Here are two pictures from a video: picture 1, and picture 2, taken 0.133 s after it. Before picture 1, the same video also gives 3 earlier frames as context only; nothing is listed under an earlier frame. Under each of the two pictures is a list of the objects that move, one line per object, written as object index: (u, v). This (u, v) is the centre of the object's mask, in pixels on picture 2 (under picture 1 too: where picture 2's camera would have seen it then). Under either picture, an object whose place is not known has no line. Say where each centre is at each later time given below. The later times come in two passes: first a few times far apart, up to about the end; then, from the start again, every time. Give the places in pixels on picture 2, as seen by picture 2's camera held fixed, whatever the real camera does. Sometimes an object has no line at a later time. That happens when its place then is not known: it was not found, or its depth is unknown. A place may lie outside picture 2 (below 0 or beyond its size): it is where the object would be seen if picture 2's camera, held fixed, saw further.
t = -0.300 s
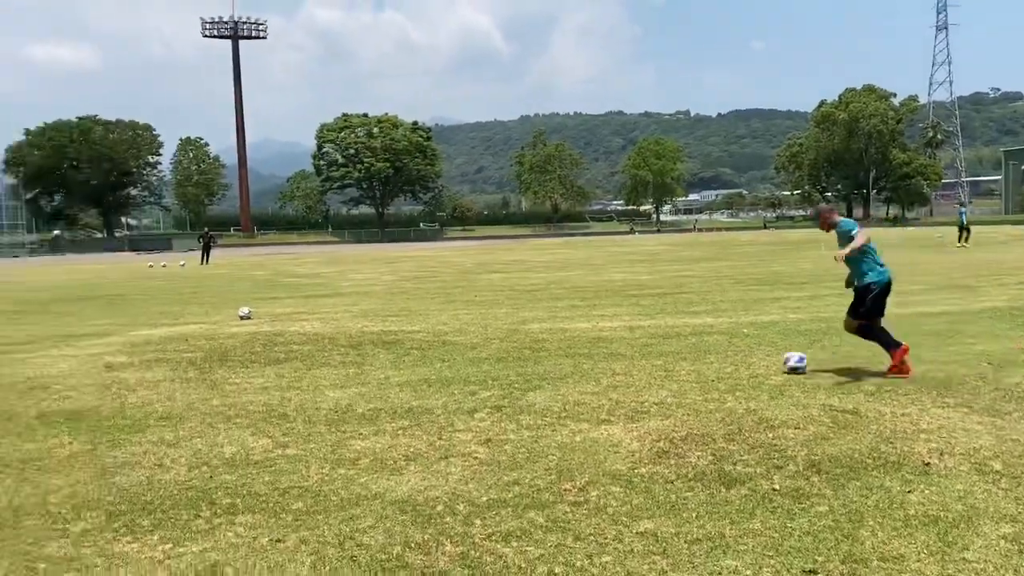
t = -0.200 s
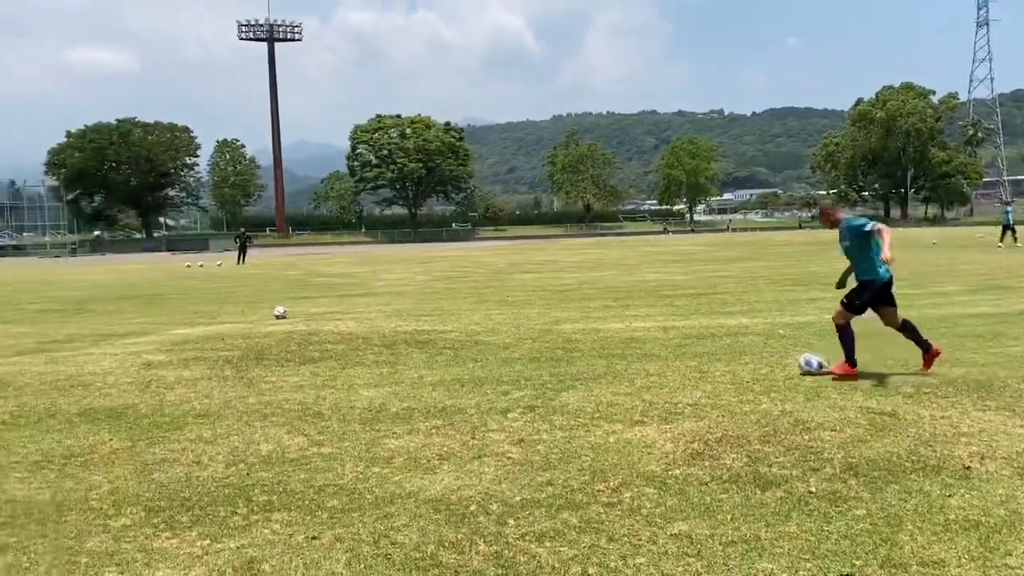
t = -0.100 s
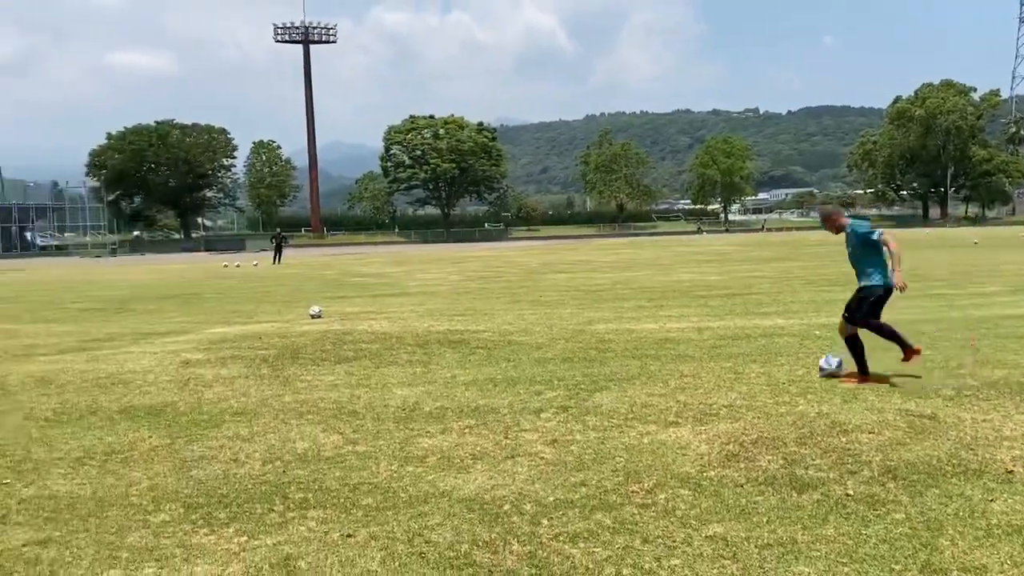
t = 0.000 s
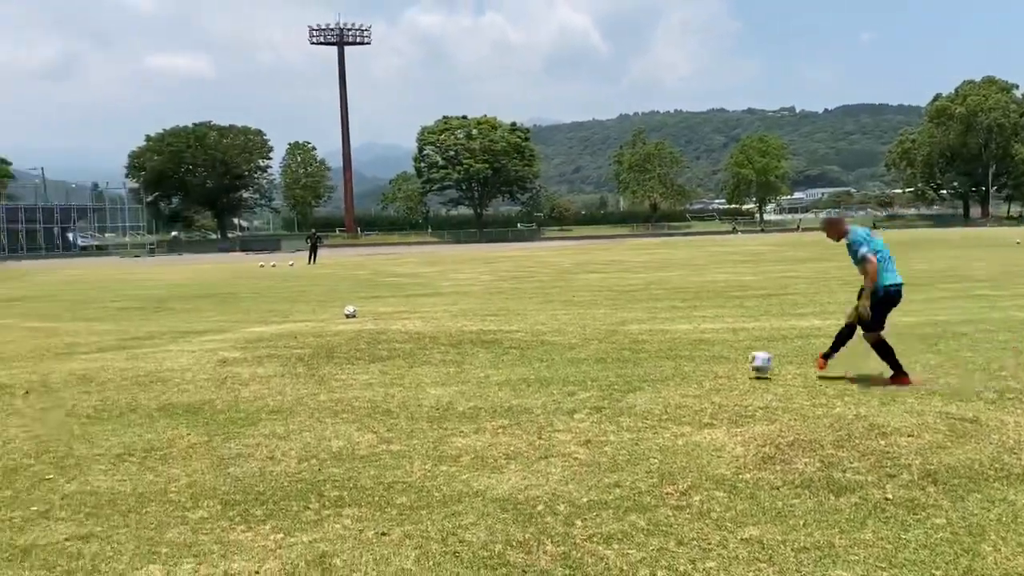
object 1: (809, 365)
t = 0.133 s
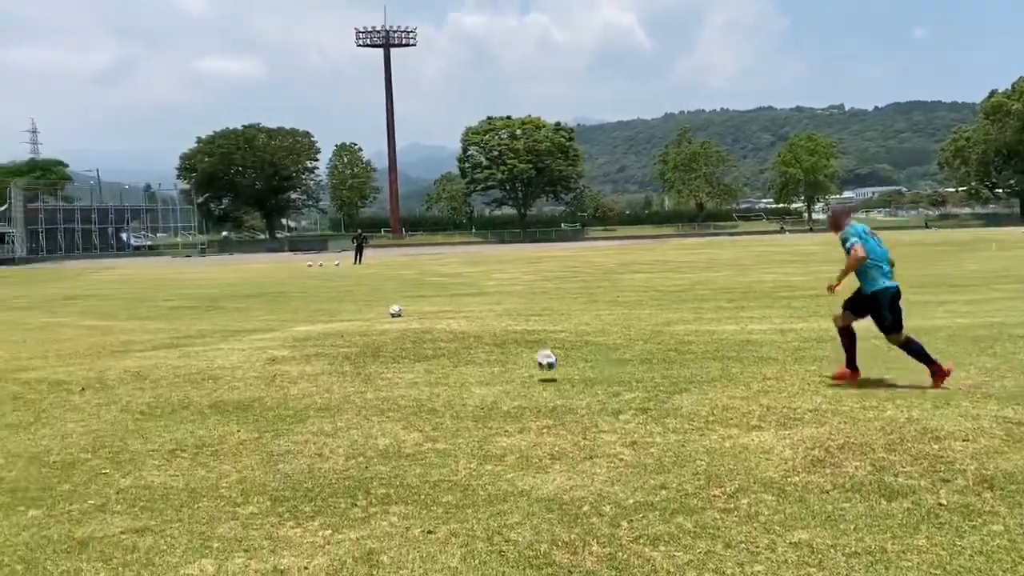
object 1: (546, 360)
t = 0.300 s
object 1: (271, 370)
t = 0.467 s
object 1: (45, 370)
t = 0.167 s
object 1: (486, 362)
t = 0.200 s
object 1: (428, 366)
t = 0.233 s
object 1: (372, 370)
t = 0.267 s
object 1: (318, 371)
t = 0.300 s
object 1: (271, 370)
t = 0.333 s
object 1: (224, 367)
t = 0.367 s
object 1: (178, 364)
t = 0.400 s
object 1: (133, 366)
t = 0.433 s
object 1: (88, 367)
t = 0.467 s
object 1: (45, 370)
